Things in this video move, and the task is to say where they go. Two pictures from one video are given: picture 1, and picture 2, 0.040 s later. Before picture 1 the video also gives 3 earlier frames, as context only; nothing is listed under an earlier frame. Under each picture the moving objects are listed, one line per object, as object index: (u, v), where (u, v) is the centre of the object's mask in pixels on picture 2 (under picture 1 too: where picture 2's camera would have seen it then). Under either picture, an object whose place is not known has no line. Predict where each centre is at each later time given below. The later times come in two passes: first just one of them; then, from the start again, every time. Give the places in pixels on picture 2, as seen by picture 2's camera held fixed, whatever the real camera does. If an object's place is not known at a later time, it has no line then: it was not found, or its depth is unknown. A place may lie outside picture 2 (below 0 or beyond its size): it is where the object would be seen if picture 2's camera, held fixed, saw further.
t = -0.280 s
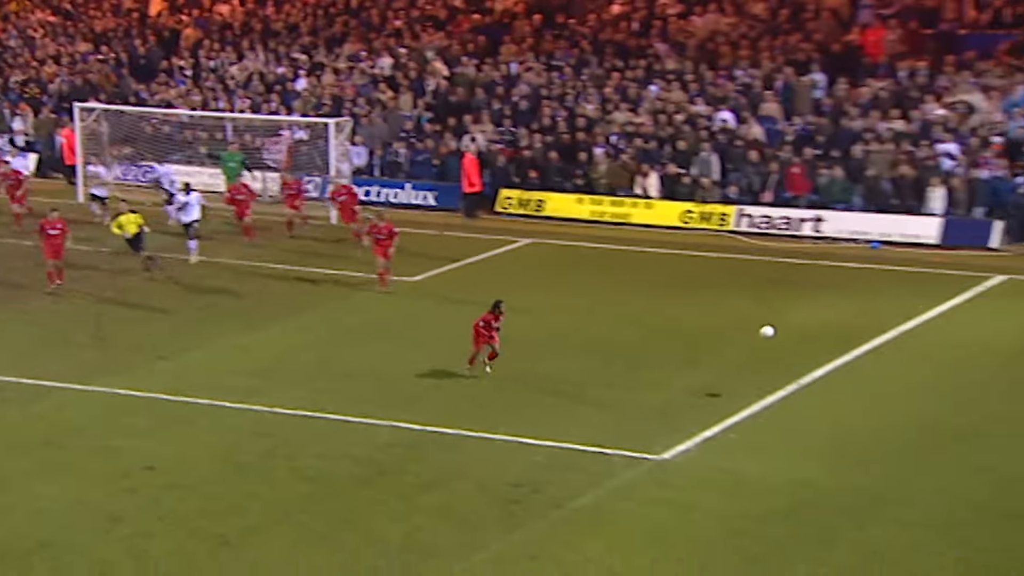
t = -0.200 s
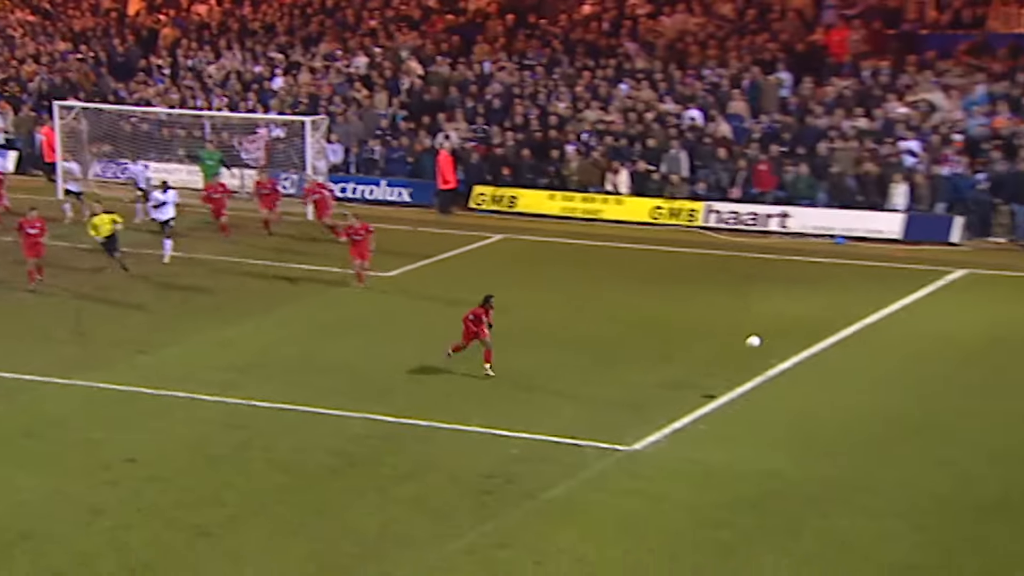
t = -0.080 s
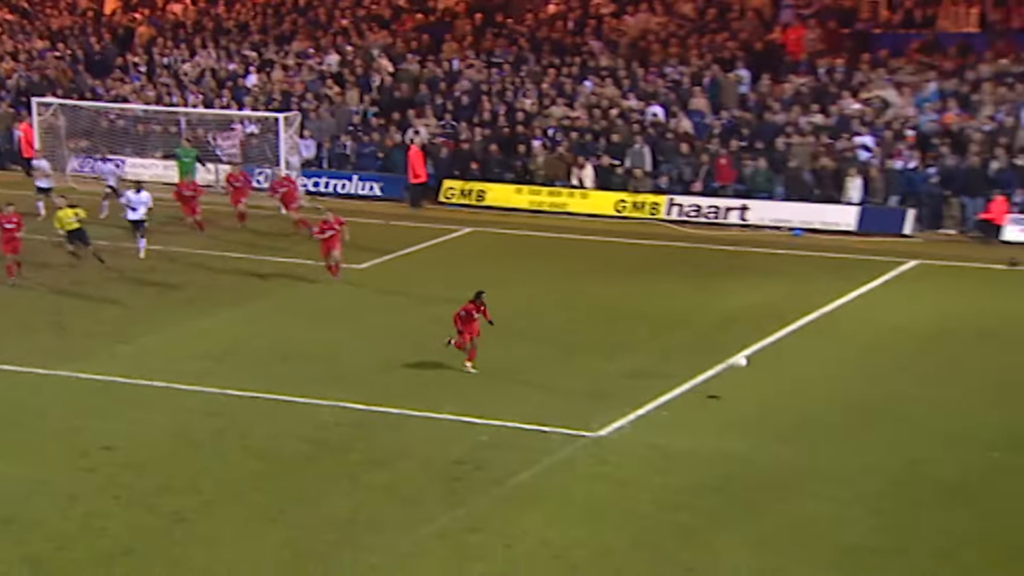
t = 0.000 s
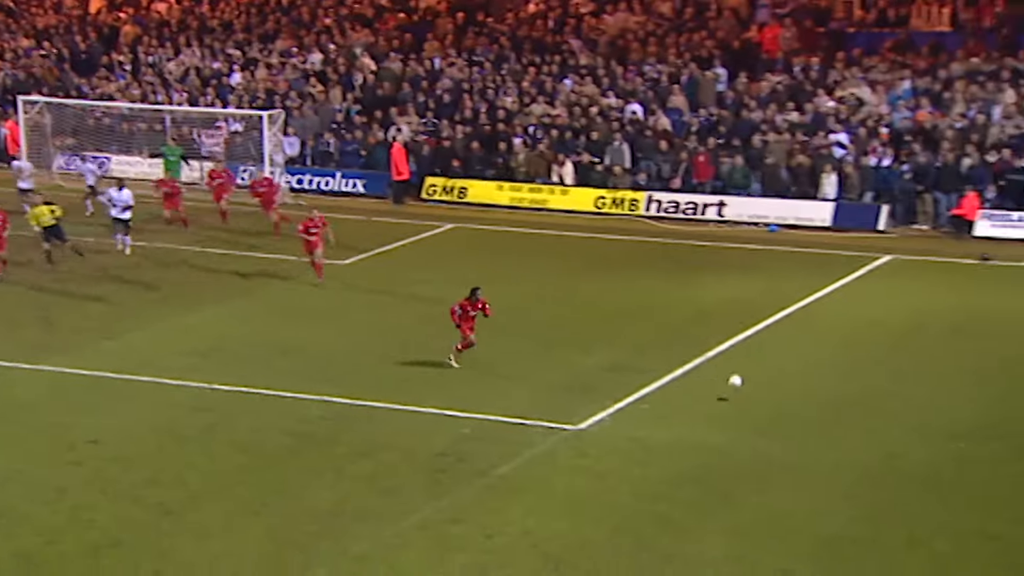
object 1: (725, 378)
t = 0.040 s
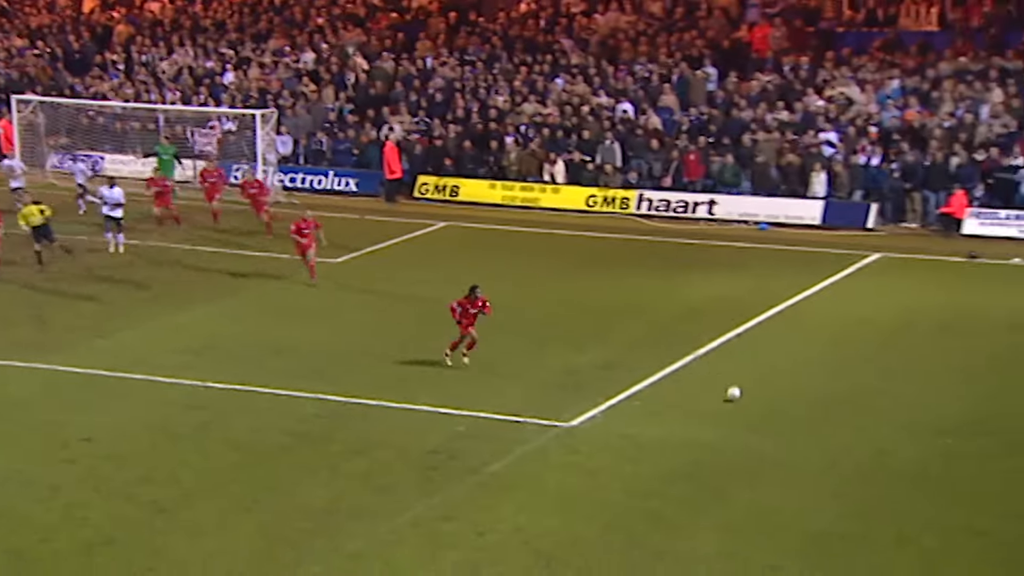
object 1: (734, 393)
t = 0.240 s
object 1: (777, 382)
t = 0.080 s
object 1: (742, 395)
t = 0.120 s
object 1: (751, 390)
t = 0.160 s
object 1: (760, 386)
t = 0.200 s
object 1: (768, 383)
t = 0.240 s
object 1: (777, 382)
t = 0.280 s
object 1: (786, 382)
